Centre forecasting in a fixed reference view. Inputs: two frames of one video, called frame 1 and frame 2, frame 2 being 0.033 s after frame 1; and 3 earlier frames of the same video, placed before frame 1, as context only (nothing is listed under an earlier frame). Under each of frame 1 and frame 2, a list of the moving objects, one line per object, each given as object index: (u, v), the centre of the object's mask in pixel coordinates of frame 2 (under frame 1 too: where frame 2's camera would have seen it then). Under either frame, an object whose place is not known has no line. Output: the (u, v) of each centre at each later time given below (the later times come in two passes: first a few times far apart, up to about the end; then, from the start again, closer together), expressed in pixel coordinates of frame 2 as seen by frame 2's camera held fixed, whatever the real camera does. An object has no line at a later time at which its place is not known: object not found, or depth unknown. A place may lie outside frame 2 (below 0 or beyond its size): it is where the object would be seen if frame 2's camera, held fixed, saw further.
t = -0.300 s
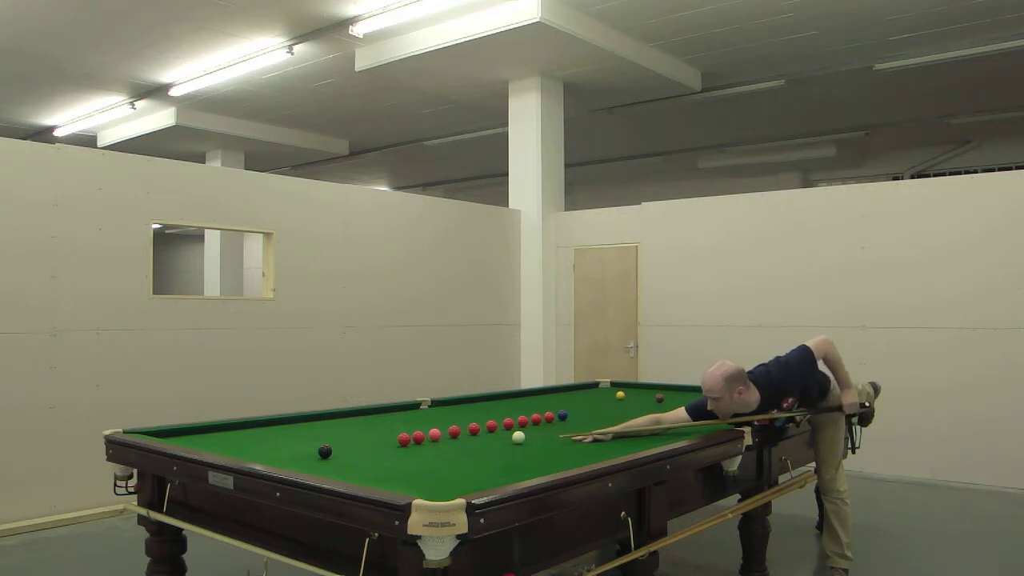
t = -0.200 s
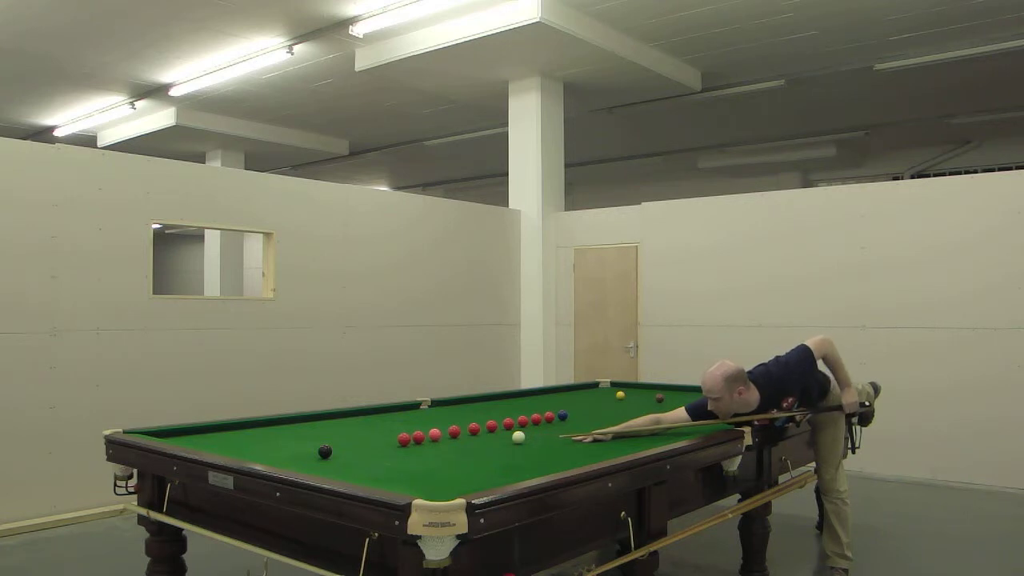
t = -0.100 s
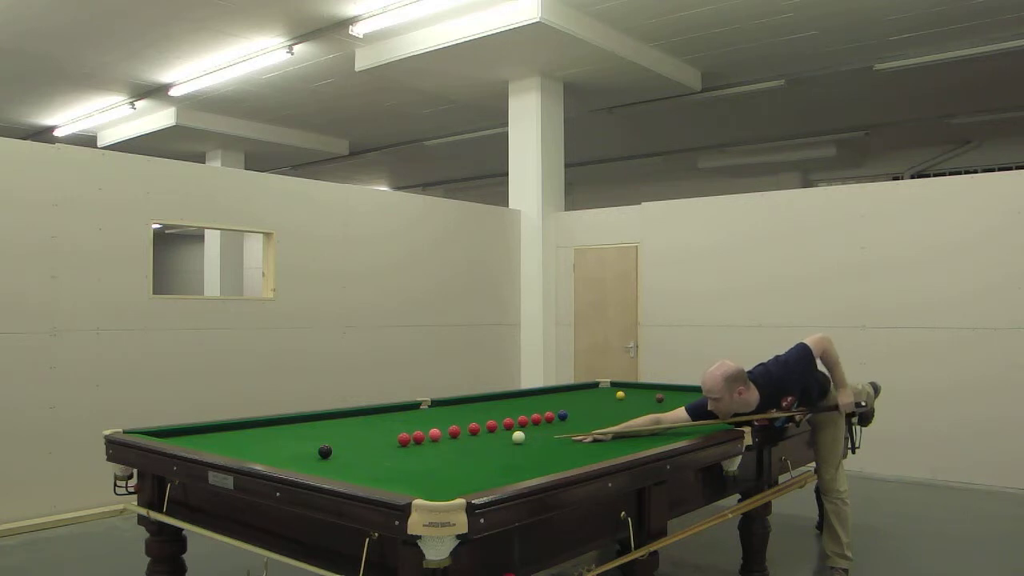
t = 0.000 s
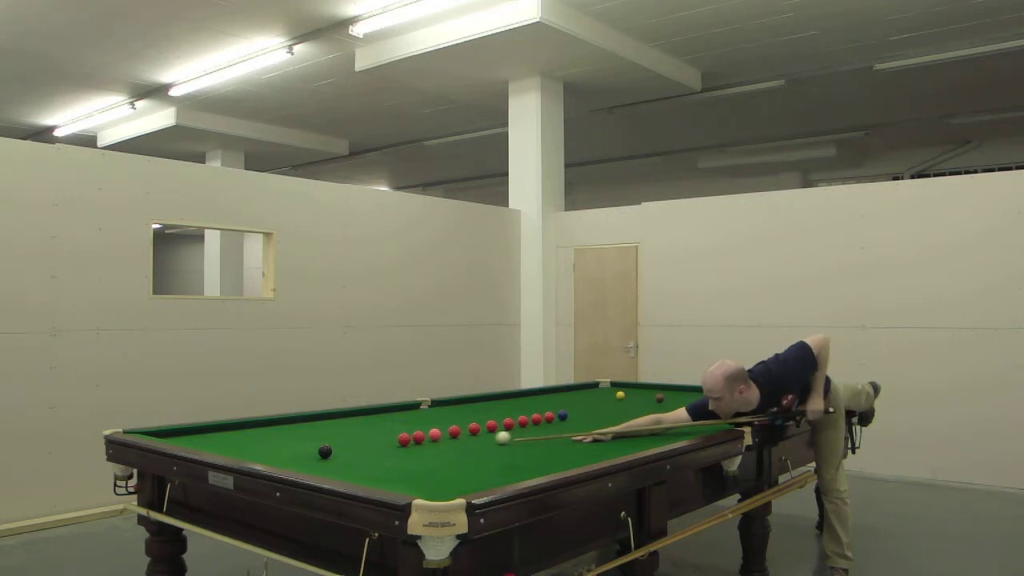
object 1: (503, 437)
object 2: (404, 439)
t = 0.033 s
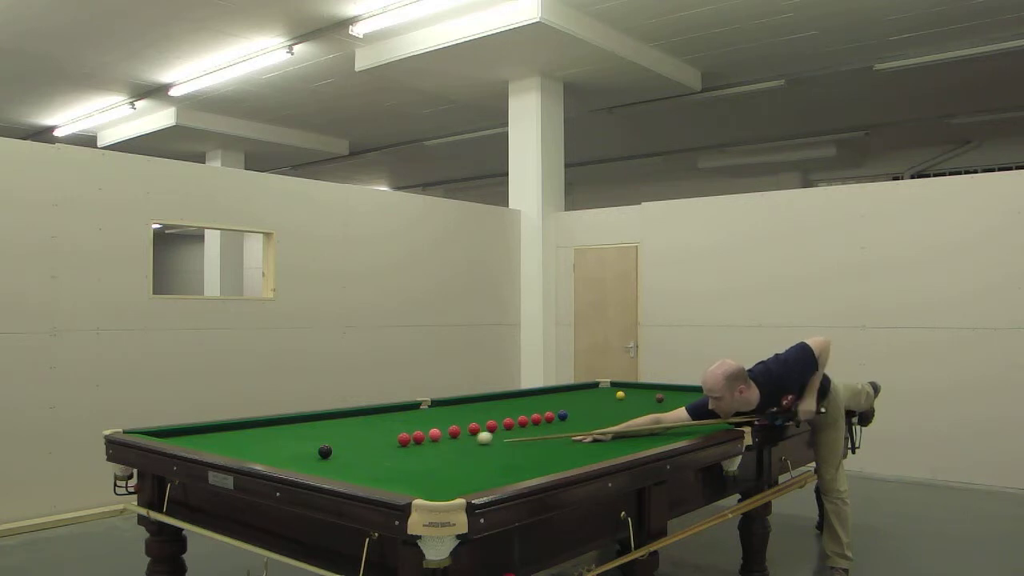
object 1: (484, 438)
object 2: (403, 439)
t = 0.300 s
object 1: (416, 441)
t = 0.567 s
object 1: (415, 443)
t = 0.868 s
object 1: (415, 445)
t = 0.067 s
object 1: (467, 438)
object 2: (403, 439)
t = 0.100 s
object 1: (450, 439)
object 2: (403, 439)
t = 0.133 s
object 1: (434, 439)
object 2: (404, 439)
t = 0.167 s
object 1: (418, 439)
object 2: (403, 439)
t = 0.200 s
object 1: (416, 440)
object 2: (391, 439)
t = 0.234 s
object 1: (416, 440)
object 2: (378, 439)
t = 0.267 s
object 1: (416, 441)
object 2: (366, 439)
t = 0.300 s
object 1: (416, 441)
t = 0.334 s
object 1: (416, 441)
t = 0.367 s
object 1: (416, 441)
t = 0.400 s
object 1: (416, 442)
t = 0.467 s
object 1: (415, 442)
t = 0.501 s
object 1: (415, 442)
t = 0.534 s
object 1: (415, 443)
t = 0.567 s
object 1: (415, 443)
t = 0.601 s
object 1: (415, 443)
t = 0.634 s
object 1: (415, 444)
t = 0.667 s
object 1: (415, 444)
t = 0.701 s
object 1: (415, 444)
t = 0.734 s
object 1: (415, 444)
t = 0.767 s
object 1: (415, 444)
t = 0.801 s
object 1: (415, 444)
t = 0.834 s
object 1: (415, 445)
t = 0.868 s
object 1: (415, 445)
